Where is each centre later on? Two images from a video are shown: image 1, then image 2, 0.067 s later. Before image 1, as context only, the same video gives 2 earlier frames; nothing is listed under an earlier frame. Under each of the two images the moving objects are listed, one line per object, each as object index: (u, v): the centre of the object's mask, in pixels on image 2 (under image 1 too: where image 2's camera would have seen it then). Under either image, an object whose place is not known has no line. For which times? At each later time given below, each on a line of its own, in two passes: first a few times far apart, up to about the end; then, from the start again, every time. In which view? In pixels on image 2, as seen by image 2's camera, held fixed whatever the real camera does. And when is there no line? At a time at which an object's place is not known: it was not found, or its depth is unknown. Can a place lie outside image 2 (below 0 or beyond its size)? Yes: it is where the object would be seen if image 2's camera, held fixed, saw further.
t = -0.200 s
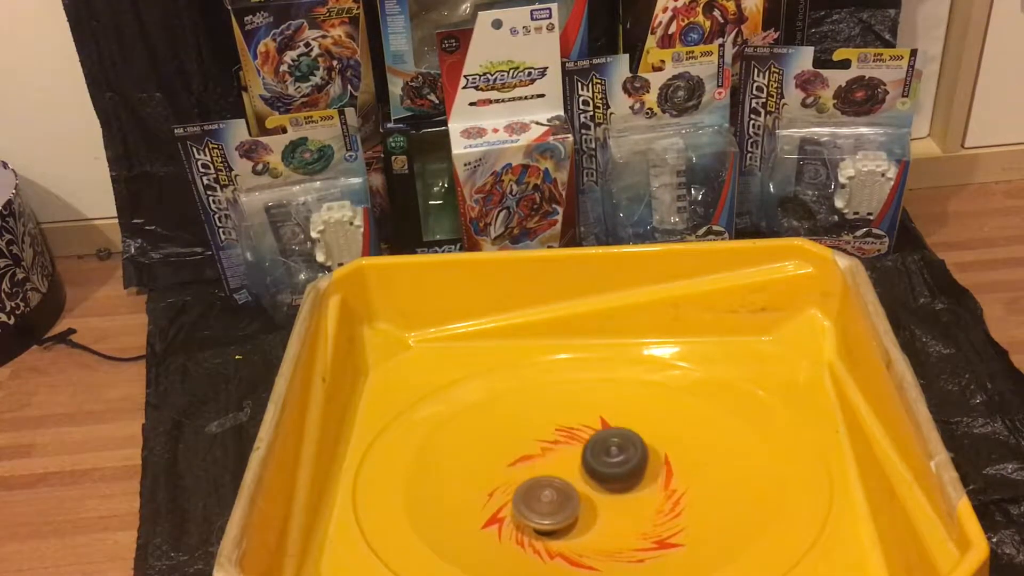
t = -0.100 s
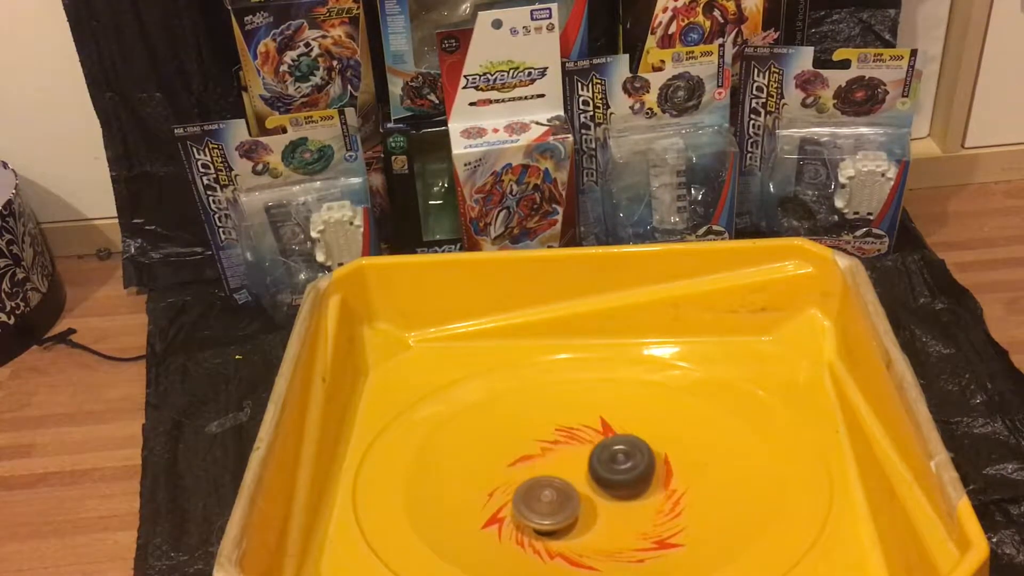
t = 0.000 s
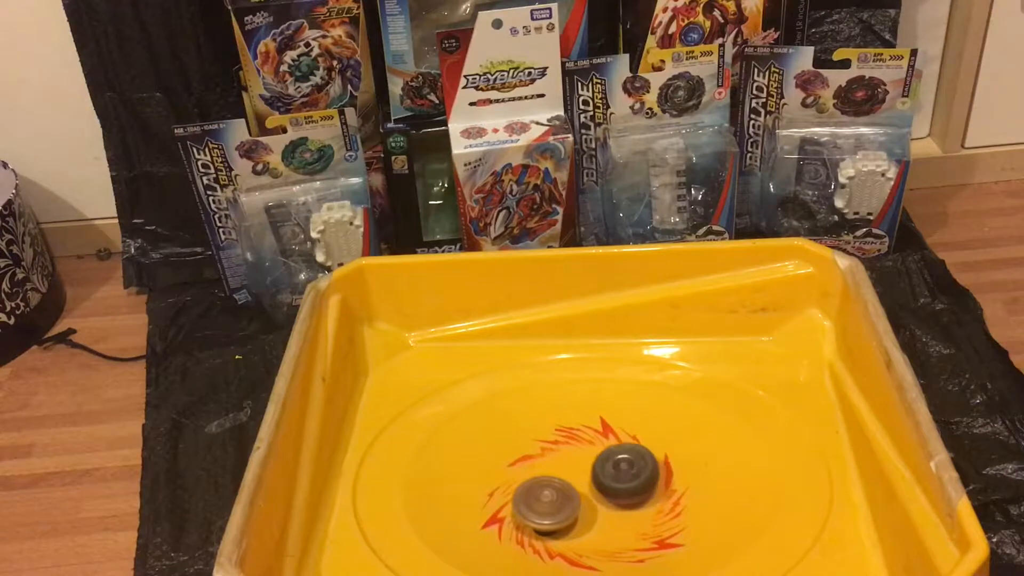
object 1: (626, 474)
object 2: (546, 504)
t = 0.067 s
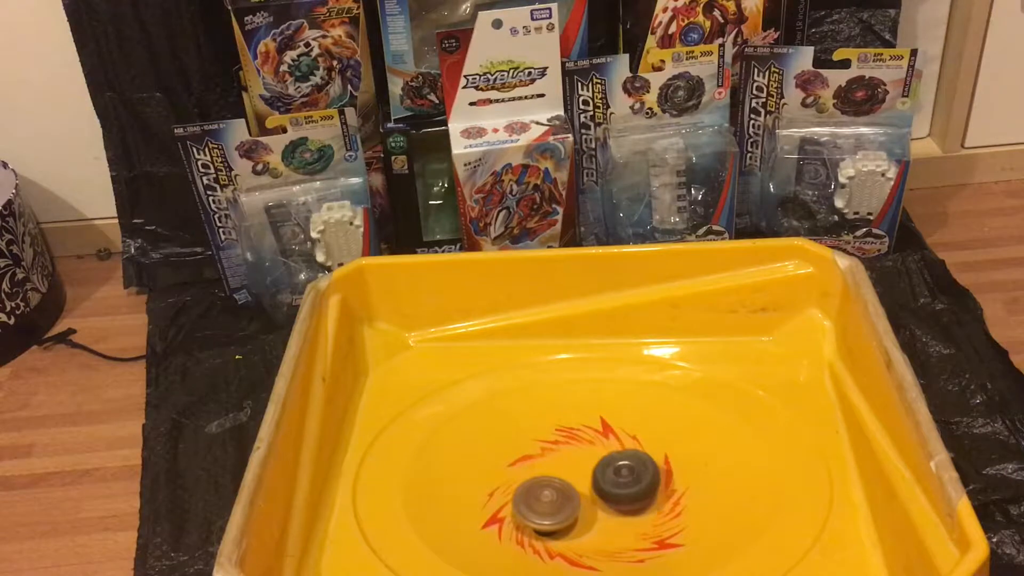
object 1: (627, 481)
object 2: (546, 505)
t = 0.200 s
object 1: (624, 493)
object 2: (546, 505)
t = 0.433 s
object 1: (614, 508)
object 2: (542, 503)
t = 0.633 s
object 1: (639, 517)
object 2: (519, 494)
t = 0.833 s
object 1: (639, 507)
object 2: (523, 493)
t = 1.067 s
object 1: (618, 491)
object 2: (525, 489)
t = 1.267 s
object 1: (602, 471)
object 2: (525, 488)
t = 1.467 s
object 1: (596, 453)
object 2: (525, 488)
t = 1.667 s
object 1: (603, 439)
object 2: (526, 488)
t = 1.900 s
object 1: (604, 433)
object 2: (529, 484)
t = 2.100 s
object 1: (605, 445)
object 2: (528, 476)
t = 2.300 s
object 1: (603, 463)
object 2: (528, 475)
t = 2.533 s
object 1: (622, 487)
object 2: (502, 476)
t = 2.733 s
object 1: (624, 506)
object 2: (521, 486)
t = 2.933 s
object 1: (608, 517)
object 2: (543, 463)
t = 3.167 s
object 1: (583, 511)
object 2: (538, 455)
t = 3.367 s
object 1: (576, 504)
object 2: (536, 457)
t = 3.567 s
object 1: (584, 497)
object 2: (537, 456)
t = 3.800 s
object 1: (600, 489)
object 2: (536, 457)
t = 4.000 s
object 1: (614, 484)
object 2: (536, 457)
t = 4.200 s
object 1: (624, 481)
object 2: (536, 457)
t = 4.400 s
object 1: (628, 481)
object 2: (537, 457)
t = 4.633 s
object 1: (625, 480)
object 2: (537, 457)
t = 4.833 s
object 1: (617, 476)
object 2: (537, 457)
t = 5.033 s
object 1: (606, 469)
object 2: (537, 457)
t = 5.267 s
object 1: (615, 466)
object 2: (534, 458)
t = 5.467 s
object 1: (620, 468)
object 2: (534, 458)
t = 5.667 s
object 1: (616, 472)
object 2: (534, 458)
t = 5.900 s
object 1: (603, 472)
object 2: (533, 458)
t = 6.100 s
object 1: (597, 473)
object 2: (530, 458)
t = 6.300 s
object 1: (601, 481)
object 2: (524, 459)
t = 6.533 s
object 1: (599, 492)
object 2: (538, 462)
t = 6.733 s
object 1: (595, 503)
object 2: (534, 459)
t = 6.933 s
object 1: (586, 507)
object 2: (533, 463)
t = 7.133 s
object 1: (581, 504)
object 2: (535, 460)
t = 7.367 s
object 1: (588, 499)
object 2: (534, 460)
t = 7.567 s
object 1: (600, 498)
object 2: (533, 462)
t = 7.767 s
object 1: (610, 497)
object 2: (536, 462)
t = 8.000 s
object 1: (616, 498)
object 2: (536, 462)
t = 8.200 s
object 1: (617, 495)
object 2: (535, 462)
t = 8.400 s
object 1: (617, 489)
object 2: (534, 462)
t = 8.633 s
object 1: (619, 481)
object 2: (535, 463)
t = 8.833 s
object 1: (622, 474)
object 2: (536, 462)
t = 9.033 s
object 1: (624, 470)
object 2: (535, 462)
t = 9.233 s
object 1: (622, 467)
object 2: (535, 462)
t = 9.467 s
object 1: (616, 462)
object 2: (535, 463)
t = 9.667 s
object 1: (610, 458)
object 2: (535, 463)
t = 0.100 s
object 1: (627, 484)
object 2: (546, 505)
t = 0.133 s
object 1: (626, 487)
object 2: (546, 505)
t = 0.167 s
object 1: (625, 490)
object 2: (546, 505)
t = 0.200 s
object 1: (624, 493)
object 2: (546, 505)
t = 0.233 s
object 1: (622, 496)
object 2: (546, 505)
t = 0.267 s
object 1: (620, 498)
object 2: (546, 505)
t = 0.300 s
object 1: (618, 501)
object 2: (546, 505)
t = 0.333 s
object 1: (617, 503)
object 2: (544, 504)
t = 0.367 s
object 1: (617, 505)
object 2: (543, 504)
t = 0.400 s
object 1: (615, 507)
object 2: (542, 504)
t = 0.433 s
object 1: (614, 508)
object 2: (542, 503)
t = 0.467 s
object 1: (621, 512)
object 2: (531, 500)
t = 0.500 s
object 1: (627, 516)
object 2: (522, 496)
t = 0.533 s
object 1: (631, 517)
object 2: (518, 495)
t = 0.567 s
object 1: (634, 518)
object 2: (518, 494)
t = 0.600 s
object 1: (637, 517)
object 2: (518, 494)
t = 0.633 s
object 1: (639, 517)
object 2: (519, 494)
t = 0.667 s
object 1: (640, 517)
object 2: (520, 495)
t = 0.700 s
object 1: (641, 516)
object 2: (521, 494)
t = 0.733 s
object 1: (642, 514)
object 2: (522, 494)
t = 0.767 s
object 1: (642, 512)
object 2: (523, 493)
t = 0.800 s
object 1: (641, 510)
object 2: (523, 493)
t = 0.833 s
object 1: (639, 507)
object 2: (523, 493)
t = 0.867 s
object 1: (637, 505)
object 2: (524, 493)
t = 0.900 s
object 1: (634, 503)
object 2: (524, 493)
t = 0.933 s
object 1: (631, 501)
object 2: (524, 492)
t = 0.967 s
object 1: (628, 499)
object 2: (525, 492)
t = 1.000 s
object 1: (625, 496)
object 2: (526, 490)
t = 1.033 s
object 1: (621, 494)
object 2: (526, 490)
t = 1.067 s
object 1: (618, 491)
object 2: (525, 489)
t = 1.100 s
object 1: (615, 488)
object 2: (526, 488)
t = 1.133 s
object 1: (612, 485)
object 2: (525, 488)
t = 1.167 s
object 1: (609, 482)
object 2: (525, 488)
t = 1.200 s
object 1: (607, 478)
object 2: (525, 487)
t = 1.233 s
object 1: (604, 475)
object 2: (525, 487)
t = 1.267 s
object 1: (602, 471)
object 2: (525, 488)
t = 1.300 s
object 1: (601, 468)
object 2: (525, 488)
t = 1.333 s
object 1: (600, 465)
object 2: (525, 488)
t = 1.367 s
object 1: (599, 462)
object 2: (525, 488)
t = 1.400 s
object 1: (597, 460)
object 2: (525, 488)
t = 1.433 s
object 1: (596, 456)
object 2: (525, 488)
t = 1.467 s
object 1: (596, 453)
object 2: (525, 488)
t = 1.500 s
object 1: (597, 451)
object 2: (525, 488)
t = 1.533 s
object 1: (598, 448)
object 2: (525, 488)
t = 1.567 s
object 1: (599, 446)
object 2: (525, 489)
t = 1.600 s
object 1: (600, 443)
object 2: (525, 489)
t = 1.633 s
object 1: (601, 441)
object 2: (526, 489)
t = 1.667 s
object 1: (603, 439)
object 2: (526, 488)
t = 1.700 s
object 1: (605, 438)
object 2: (526, 489)
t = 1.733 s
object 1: (607, 436)
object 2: (527, 488)
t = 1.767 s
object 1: (608, 434)
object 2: (528, 488)
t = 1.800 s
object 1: (607, 433)
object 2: (528, 486)
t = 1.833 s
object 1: (606, 433)
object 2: (529, 486)
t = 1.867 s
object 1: (606, 433)
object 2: (529, 485)
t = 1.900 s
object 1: (604, 433)
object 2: (529, 484)
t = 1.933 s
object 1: (603, 434)
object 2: (529, 483)
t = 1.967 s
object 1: (602, 437)
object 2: (529, 482)
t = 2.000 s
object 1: (602, 438)
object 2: (529, 480)
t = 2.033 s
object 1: (603, 441)
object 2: (528, 479)
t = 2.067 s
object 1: (604, 443)
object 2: (528, 477)
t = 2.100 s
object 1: (605, 445)
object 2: (528, 476)
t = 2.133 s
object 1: (605, 448)
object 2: (528, 476)
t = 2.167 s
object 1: (605, 451)
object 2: (528, 475)
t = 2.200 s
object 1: (605, 454)
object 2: (527, 475)
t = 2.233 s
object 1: (605, 457)
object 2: (527, 475)
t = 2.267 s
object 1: (604, 460)
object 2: (528, 476)
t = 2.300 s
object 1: (603, 463)
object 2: (528, 475)
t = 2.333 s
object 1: (601, 465)
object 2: (528, 476)
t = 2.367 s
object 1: (599, 469)
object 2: (528, 475)
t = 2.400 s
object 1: (597, 471)
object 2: (527, 475)
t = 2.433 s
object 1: (602, 475)
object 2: (520, 475)
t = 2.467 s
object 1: (612, 480)
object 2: (509, 474)
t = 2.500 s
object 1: (618, 484)
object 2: (504, 474)
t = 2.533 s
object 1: (622, 487)
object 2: (502, 476)
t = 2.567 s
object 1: (623, 491)
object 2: (502, 477)
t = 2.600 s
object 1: (624, 494)
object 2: (502, 479)
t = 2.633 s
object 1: (625, 497)
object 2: (505, 482)
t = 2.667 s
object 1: (625, 500)
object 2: (510, 485)
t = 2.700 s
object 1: (624, 503)
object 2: (515, 487)
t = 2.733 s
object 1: (624, 506)
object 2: (521, 486)
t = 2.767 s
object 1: (622, 508)
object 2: (526, 483)
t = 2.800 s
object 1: (620, 511)
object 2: (530, 480)
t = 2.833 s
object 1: (617, 513)
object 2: (533, 477)
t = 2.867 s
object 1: (614, 514)
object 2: (538, 473)
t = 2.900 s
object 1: (611, 516)
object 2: (541, 469)
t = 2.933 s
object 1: (608, 517)
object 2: (543, 463)
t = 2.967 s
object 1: (605, 517)
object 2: (544, 459)
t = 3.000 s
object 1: (601, 517)
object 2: (544, 456)
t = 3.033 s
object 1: (597, 517)
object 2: (543, 455)
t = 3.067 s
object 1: (593, 515)
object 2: (542, 454)
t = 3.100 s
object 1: (589, 514)
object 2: (541, 454)
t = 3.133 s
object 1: (586, 513)
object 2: (539, 455)
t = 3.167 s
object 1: (583, 511)
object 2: (538, 455)
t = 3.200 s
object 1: (580, 509)
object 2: (537, 456)
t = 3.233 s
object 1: (577, 505)
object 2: (537, 457)
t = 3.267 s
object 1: (576, 505)
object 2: (537, 457)
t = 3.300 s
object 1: (576, 506)
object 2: (538, 456)
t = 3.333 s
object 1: (576, 505)
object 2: (538, 457)
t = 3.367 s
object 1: (576, 504)
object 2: (536, 457)
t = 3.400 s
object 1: (577, 503)
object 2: (536, 456)
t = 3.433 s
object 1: (578, 502)
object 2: (537, 456)
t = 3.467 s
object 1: (580, 501)
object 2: (537, 456)
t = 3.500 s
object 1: (582, 499)
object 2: (537, 456)
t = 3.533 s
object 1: (583, 498)
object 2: (537, 456)
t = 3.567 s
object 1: (584, 497)
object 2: (537, 456)
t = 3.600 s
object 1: (587, 496)
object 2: (536, 456)
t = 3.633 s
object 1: (588, 495)
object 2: (536, 456)
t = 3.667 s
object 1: (590, 494)
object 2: (537, 456)
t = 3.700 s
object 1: (593, 493)
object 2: (537, 456)
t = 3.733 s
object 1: (595, 492)
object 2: (536, 456)
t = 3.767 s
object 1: (597, 491)
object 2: (536, 457)
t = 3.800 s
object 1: (600, 489)
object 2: (536, 457)
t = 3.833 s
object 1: (602, 489)
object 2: (536, 457)
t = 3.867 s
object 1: (605, 488)
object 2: (536, 457)
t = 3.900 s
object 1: (607, 486)
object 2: (536, 457)
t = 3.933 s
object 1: (609, 486)
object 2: (536, 457)
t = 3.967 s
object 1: (612, 485)
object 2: (536, 457)
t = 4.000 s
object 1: (614, 484)
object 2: (536, 457)
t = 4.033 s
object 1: (616, 483)
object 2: (536, 457)
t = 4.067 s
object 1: (618, 483)
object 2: (536, 457)
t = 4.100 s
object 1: (620, 482)
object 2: (537, 457)
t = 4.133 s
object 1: (621, 482)
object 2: (537, 457)
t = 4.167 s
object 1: (623, 482)
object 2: (537, 457)
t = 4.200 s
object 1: (624, 481)
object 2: (536, 457)
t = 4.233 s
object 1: (625, 481)
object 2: (537, 457)
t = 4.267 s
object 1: (627, 481)
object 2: (537, 457)
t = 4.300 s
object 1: (628, 481)
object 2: (537, 457)
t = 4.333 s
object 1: (628, 481)
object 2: (537, 457)
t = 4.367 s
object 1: (629, 481)
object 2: (537, 457)
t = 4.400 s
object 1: (628, 481)
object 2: (537, 457)
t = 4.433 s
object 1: (628, 481)
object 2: (537, 457)
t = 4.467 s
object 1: (628, 481)
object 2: (538, 457)
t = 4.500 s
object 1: (627, 481)
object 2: (538, 457)
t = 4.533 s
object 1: (627, 481)
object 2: (538, 457)
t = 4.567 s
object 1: (627, 481)
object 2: (537, 457)
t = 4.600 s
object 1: (625, 480)
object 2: (537, 457)
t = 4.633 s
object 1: (625, 480)
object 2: (537, 457)
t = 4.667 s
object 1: (623, 480)
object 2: (537, 457)
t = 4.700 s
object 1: (622, 479)
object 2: (537, 457)
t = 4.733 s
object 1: (621, 478)
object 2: (537, 457)
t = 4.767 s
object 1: (619, 478)
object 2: (537, 457)
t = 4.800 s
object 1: (618, 477)
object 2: (537, 457)
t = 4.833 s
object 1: (617, 476)
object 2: (537, 457)
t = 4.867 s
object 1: (614, 475)
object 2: (537, 457)
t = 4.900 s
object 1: (613, 474)
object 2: (537, 457)
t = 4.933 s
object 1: (611, 473)
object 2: (537, 457)
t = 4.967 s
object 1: (609, 471)
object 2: (537, 457)
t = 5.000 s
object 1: (608, 470)
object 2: (537, 457)
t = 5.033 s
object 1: (606, 469)
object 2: (537, 457)
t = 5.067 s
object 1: (604, 468)
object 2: (537, 457)
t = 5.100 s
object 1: (608, 468)
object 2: (534, 456)
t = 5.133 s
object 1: (610, 467)
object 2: (533, 456)
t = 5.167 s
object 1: (610, 467)
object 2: (534, 457)
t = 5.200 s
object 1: (612, 467)
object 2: (533, 457)
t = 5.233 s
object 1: (613, 466)
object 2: (533, 457)
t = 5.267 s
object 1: (615, 466)
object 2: (534, 458)
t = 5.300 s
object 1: (616, 466)
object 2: (533, 458)
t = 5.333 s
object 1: (617, 467)
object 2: (533, 458)
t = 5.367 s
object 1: (618, 467)
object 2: (534, 458)
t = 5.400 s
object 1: (619, 467)
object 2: (534, 458)
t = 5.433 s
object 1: (620, 468)
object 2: (534, 458)
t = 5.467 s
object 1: (620, 468)
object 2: (534, 458)
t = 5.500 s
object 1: (620, 469)
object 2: (534, 458)
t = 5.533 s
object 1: (620, 469)
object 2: (534, 458)
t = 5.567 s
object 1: (619, 470)
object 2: (534, 458)
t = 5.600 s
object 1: (618, 471)
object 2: (534, 458)
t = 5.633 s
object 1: (617, 471)
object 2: (534, 458)
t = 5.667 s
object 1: (616, 472)
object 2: (534, 458)
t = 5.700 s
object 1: (615, 472)
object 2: (534, 458)
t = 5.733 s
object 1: (613, 472)
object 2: (534, 458)
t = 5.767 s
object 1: (611, 473)
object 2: (534, 458)
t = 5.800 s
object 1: (610, 472)
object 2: (534, 458)
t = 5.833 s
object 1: (607, 472)
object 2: (533, 458)
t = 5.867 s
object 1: (606, 472)
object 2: (533, 458)
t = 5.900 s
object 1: (603, 472)
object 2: (533, 458)
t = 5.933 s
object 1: (601, 472)
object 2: (533, 458)
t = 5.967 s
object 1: (600, 472)
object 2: (532, 458)
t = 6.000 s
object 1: (601, 473)
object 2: (529, 458)
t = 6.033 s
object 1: (599, 473)
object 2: (529, 458)
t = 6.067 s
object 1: (598, 473)
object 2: (530, 458)
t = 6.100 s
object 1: (597, 473)
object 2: (530, 458)
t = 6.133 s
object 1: (596, 473)
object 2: (530, 458)
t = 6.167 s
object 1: (596, 474)
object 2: (530, 458)
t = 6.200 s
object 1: (599, 475)
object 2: (527, 457)
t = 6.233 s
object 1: (600, 478)
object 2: (523, 457)
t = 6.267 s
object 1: (600, 479)
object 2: (524, 458)
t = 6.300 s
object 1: (601, 481)
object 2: (524, 459)
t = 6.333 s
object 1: (602, 482)
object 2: (526, 460)
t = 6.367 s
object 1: (601, 484)
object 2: (528, 461)
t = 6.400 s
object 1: (601, 485)
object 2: (532, 462)
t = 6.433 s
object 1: (601, 487)
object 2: (536, 462)
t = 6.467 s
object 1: (601, 488)
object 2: (538, 462)
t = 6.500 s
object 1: (600, 490)
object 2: (538, 462)
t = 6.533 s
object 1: (599, 492)
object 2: (538, 462)
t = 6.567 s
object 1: (598, 492)
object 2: (538, 461)
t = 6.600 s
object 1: (597, 493)
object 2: (538, 461)
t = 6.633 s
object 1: (596, 496)
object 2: (536, 461)
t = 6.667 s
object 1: (597, 500)
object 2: (535, 459)
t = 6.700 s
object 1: (596, 502)
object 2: (534, 459)
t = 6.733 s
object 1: (595, 503)
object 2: (534, 459)
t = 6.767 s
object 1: (594, 504)
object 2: (534, 460)
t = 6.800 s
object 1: (593, 505)
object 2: (533, 461)
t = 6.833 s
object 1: (591, 506)
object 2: (532, 462)
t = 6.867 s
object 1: (590, 507)
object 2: (532, 462)
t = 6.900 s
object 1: (588, 507)
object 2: (533, 463)
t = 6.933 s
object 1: (586, 507)
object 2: (533, 463)
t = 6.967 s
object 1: (584, 506)
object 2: (533, 463)
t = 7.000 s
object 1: (583, 505)
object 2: (533, 463)
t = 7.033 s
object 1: (582, 505)
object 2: (533, 462)
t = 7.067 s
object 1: (582, 506)
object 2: (533, 460)
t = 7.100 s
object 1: (582, 505)
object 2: (535, 461)
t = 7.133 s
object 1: (581, 504)
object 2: (535, 460)
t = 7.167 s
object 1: (581, 503)
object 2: (534, 460)
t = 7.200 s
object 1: (583, 502)
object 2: (534, 460)
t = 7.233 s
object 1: (583, 501)
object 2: (535, 460)
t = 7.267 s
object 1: (584, 500)
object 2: (534, 460)
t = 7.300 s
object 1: (585, 500)
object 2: (534, 459)
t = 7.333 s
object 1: (587, 500)
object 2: (534, 460)
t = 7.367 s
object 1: (588, 499)
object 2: (534, 460)
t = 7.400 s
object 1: (591, 498)
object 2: (532, 460)
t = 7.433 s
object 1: (592, 499)
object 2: (534, 461)
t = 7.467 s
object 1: (595, 498)
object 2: (533, 461)
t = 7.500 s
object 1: (596, 498)
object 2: (532, 461)
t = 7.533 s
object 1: (598, 497)
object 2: (533, 462)
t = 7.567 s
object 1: (600, 498)
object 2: (533, 462)
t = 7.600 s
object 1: (602, 497)
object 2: (533, 463)
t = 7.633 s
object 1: (604, 497)
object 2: (534, 462)
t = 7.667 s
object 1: (605, 497)
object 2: (535, 463)
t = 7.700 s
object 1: (607, 497)
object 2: (534, 463)
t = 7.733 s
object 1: (608, 497)
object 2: (535, 462)
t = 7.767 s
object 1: (610, 497)
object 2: (536, 462)
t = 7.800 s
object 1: (610, 498)
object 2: (535, 462)
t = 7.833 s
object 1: (612, 497)
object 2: (536, 462)
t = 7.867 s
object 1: (613, 498)
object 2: (537, 462)
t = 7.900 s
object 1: (614, 498)
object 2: (536, 462)
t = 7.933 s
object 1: (614, 498)
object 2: (536, 462)
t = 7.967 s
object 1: (615, 497)
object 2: (536, 462)
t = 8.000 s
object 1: (616, 498)
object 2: (536, 462)
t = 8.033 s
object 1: (616, 497)
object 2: (536, 462)
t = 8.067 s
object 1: (617, 497)
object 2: (535, 462)
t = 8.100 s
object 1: (616, 497)
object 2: (535, 462)
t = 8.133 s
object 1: (617, 496)
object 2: (535, 462)
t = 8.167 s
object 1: (616, 496)
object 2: (535, 462)
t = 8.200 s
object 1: (617, 495)
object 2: (535, 462)
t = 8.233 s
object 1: (616, 495)
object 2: (535, 462)
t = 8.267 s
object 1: (617, 493)
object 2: (535, 462)
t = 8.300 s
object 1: (616, 493)
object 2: (535, 462)
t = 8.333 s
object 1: (617, 491)
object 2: (535, 462)
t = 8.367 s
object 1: (617, 491)
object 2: (535, 462)
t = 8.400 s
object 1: (617, 489)
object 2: (534, 462)
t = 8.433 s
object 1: (617, 488)
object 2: (534, 462)
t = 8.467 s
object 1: (617, 487)
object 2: (534, 462)
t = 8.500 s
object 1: (618, 486)
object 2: (534, 463)
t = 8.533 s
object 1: (618, 485)
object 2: (534, 463)
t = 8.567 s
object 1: (618, 483)
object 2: (534, 463)
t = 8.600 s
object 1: (618, 482)
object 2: (534, 463)
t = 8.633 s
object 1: (619, 481)
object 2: (535, 463)
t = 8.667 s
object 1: (619, 480)
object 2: (535, 462)
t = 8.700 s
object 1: (620, 478)
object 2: (535, 463)
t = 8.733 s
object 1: (621, 478)
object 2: (535, 463)
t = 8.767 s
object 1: (621, 476)
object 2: (535, 463)
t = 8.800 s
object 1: (622, 475)
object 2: (535, 463)
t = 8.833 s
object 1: (622, 474)
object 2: (536, 462)
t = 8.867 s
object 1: (623, 473)
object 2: (536, 462)
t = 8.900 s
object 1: (623, 473)
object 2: (535, 463)
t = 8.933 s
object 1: (624, 472)
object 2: (536, 462)
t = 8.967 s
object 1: (623, 471)
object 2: (535, 462)
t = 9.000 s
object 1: (624, 470)
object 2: (535, 462)
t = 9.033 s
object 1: (624, 470)
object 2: (535, 462)
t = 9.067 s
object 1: (624, 469)
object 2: (535, 462)
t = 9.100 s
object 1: (624, 469)
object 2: (535, 462)
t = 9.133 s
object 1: (623, 468)
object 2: (535, 462)
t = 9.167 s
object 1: (623, 468)
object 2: (535, 462)
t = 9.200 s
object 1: (622, 467)
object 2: (535, 463)
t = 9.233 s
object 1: (622, 467)
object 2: (535, 462)
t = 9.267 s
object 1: (621, 466)
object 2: (535, 463)
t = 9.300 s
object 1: (620, 465)
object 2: (535, 462)
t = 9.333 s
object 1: (619, 465)
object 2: (535, 463)
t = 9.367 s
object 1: (618, 464)
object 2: (535, 463)
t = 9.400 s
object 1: (618, 464)
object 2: (535, 463)
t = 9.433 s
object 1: (616, 463)
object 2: (535, 462)
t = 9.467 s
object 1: (616, 462)
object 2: (535, 463)
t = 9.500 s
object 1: (614, 461)
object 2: (535, 463)
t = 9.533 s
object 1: (614, 461)
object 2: (535, 463)
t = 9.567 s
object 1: (612, 460)
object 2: (535, 462)
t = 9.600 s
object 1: (612, 459)
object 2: (535, 462)
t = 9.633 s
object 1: (611, 459)
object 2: (535, 463)
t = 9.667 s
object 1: (610, 458)
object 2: (535, 463)
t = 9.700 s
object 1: (610, 457)
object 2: (535, 462)
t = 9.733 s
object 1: (608, 456)
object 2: (535, 462)
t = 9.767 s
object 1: (608, 455)
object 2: (535, 462)
